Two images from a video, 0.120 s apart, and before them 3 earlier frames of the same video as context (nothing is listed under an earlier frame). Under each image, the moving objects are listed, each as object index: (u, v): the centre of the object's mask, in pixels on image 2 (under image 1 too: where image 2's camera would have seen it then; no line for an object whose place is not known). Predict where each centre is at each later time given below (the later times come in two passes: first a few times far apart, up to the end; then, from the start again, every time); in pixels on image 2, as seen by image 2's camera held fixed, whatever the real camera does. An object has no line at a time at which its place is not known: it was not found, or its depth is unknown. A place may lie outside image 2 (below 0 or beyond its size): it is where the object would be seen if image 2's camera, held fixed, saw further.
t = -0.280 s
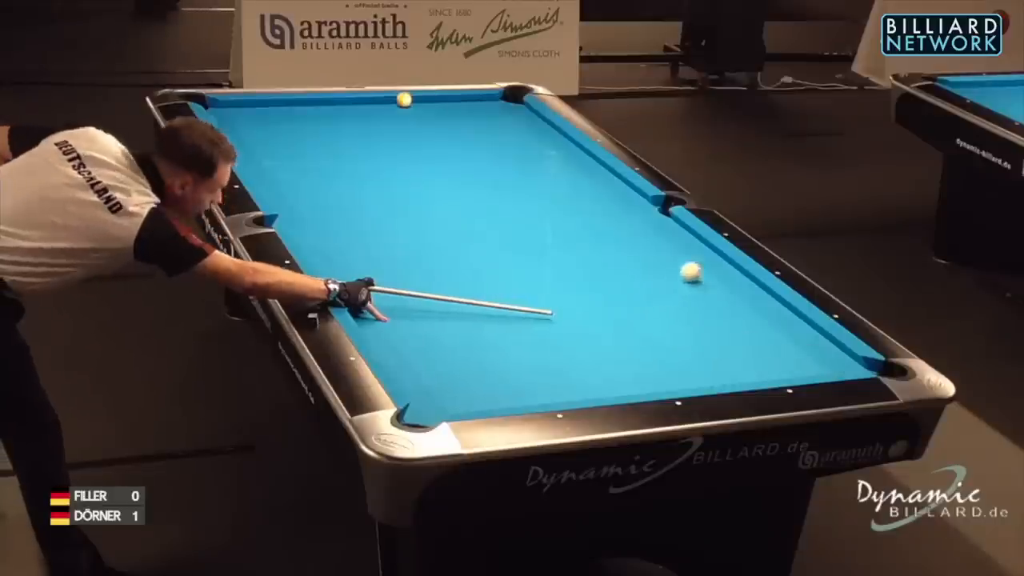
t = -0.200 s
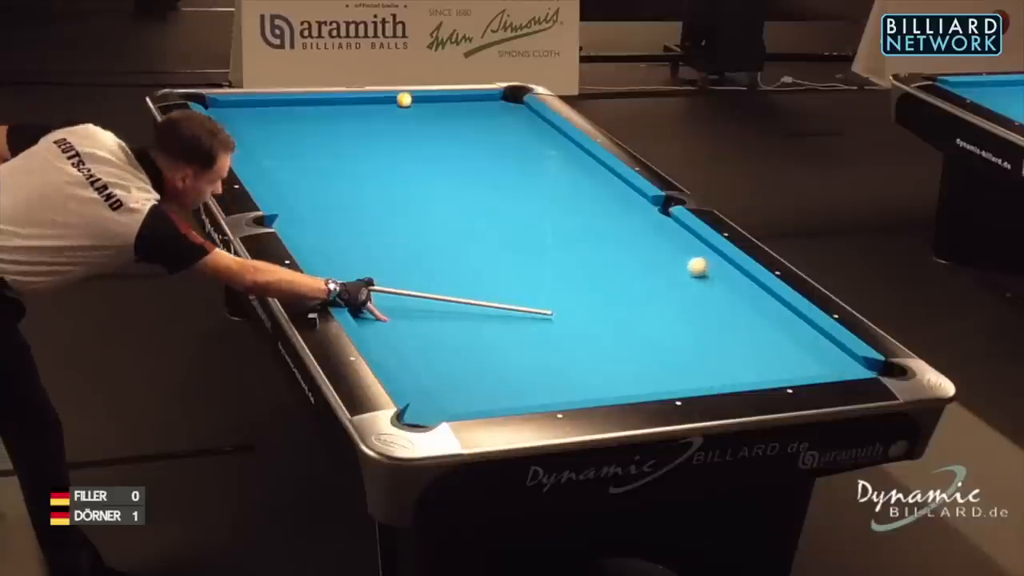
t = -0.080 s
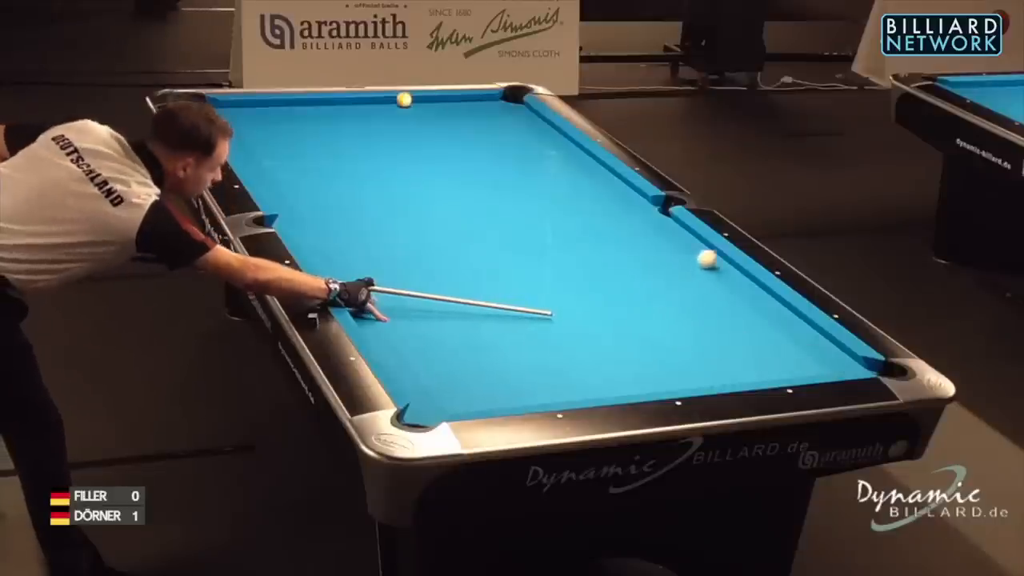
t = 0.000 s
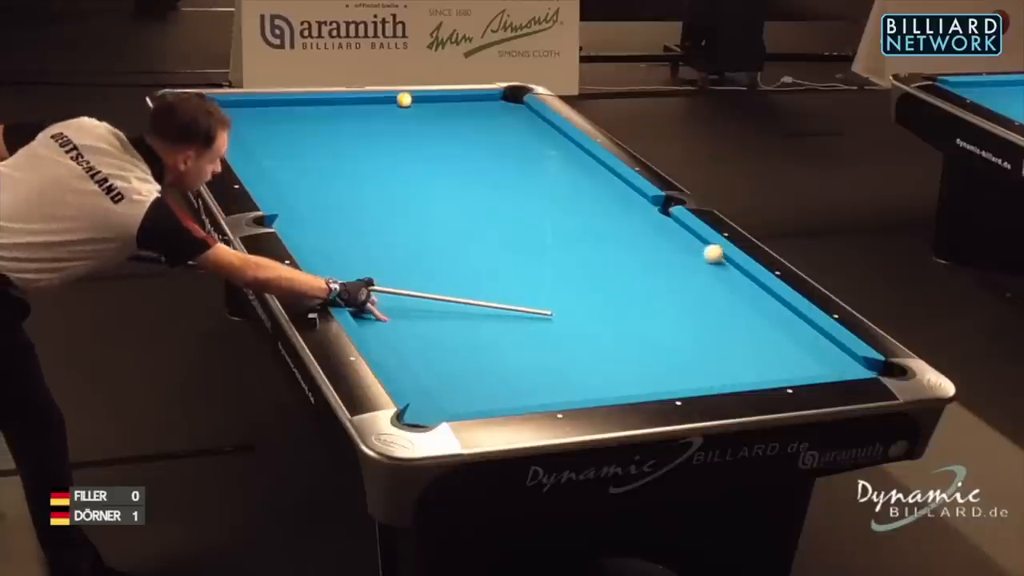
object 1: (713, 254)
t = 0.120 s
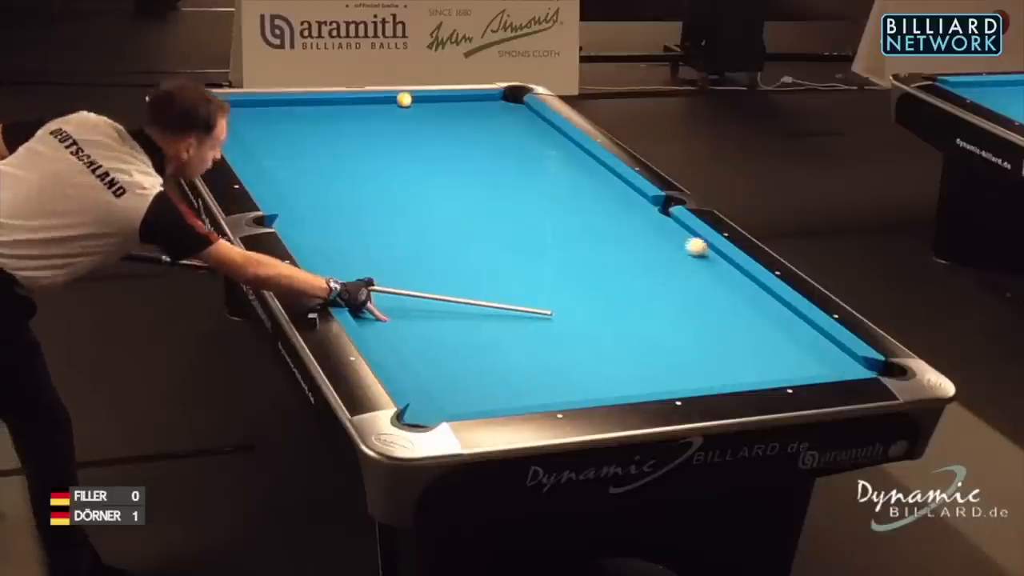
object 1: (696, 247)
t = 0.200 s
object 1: (683, 242)
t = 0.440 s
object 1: (645, 230)
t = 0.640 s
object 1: (614, 220)
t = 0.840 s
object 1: (586, 211)
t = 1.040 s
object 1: (559, 202)
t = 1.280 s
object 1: (528, 192)
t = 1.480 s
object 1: (503, 184)
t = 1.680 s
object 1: (480, 177)
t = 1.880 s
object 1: (458, 170)
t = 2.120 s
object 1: (433, 162)
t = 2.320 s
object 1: (414, 156)
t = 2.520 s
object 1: (396, 150)
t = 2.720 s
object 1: (379, 145)
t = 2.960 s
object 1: (359, 138)
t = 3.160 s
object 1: (345, 134)
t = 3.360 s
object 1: (330, 129)
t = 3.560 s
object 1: (317, 125)
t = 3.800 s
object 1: (302, 119)
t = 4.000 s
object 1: (291, 116)
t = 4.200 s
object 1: (280, 112)
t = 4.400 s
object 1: (270, 110)
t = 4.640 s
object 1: (259, 106)
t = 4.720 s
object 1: (256, 105)
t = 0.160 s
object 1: (690, 245)
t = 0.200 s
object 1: (683, 242)
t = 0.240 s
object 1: (676, 240)
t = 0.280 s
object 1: (670, 238)
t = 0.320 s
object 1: (663, 236)
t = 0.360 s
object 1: (657, 234)
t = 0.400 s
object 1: (651, 232)
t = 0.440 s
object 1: (645, 230)
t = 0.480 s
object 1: (638, 228)
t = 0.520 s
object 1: (632, 226)
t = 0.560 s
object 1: (626, 224)
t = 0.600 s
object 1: (620, 222)
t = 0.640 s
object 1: (614, 220)
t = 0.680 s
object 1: (609, 218)
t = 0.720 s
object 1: (603, 216)
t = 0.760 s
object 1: (597, 214)
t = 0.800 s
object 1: (592, 212)
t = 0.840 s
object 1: (586, 211)
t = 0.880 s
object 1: (581, 209)
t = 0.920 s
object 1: (575, 207)
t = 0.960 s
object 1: (569, 205)
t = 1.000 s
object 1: (564, 204)
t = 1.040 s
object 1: (559, 202)
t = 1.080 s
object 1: (553, 200)
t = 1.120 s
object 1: (547, 199)
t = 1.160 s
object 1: (543, 197)
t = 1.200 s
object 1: (537, 195)
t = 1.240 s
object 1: (532, 194)
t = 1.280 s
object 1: (528, 192)
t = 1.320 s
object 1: (523, 191)
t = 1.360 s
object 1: (517, 189)
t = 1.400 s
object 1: (513, 188)
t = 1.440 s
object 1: (508, 186)
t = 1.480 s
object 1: (503, 184)
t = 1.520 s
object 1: (499, 183)
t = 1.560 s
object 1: (494, 181)
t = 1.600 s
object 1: (489, 180)
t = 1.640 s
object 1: (485, 178)
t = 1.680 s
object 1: (480, 177)
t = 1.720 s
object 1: (476, 176)
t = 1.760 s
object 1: (471, 174)
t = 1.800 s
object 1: (467, 173)
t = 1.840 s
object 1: (463, 171)
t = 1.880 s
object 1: (458, 170)
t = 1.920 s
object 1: (454, 169)
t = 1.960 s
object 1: (450, 167)
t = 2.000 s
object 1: (446, 166)
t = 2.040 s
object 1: (441, 165)
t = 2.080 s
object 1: (437, 163)
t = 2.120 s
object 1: (433, 162)
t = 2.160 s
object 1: (430, 161)
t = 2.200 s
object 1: (426, 160)
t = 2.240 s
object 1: (422, 158)
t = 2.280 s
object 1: (418, 157)
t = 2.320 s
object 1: (414, 156)
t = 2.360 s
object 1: (411, 155)
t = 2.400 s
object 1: (407, 154)
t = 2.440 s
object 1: (403, 153)
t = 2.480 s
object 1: (400, 152)
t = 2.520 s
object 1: (396, 150)
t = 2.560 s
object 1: (392, 149)
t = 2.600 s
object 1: (389, 148)
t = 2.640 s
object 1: (386, 147)
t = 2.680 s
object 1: (382, 146)
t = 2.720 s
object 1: (379, 145)
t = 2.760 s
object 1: (375, 144)
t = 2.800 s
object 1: (372, 142)
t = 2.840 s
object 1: (369, 142)
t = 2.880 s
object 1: (366, 140)
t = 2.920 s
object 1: (362, 139)
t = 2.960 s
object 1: (359, 138)
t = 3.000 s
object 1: (356, 137)
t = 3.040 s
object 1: (353, 136)
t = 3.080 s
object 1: (350, 135)
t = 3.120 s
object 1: (347, 135)
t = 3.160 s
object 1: (345, 134)
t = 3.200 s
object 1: (342, 133)
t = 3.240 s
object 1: (339, 132)
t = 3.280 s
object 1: (336, 131)
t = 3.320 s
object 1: (333, 130)
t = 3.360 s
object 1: (330, 129)
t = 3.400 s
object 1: (328, 128)
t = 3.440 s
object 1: (325, 127)
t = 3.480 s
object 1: (322, 126)
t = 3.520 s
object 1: (320, 125)
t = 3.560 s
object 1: (317, 125)
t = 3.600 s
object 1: (315, 124)
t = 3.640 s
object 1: (312, 123)
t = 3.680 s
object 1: (310, 122)
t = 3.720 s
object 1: (307, 121)
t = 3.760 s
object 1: (305, 120)
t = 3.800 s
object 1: (302, 119)
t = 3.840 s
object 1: (300, 119)
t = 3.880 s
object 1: (297, 118)
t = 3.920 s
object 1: (295, 117)
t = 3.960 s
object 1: (293, 117)
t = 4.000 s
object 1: (291, 116)
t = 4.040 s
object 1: (289, 115)
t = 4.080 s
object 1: (286, 114)
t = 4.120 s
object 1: (284, 114)
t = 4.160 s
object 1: (282, 113)
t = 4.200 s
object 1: (280, 112)
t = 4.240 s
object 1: (278, 112)
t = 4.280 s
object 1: (276, 111)
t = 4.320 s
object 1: (274, 111)
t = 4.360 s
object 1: (272, 110)
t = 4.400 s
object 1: (270, 110)
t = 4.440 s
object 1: (268, 109)
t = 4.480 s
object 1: (266, 108)
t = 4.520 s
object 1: (265, 108)
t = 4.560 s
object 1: (263, 107)
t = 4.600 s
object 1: (261, 106)
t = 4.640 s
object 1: (259, 106)
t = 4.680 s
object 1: (258, 105)
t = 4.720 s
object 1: (256, 105)
